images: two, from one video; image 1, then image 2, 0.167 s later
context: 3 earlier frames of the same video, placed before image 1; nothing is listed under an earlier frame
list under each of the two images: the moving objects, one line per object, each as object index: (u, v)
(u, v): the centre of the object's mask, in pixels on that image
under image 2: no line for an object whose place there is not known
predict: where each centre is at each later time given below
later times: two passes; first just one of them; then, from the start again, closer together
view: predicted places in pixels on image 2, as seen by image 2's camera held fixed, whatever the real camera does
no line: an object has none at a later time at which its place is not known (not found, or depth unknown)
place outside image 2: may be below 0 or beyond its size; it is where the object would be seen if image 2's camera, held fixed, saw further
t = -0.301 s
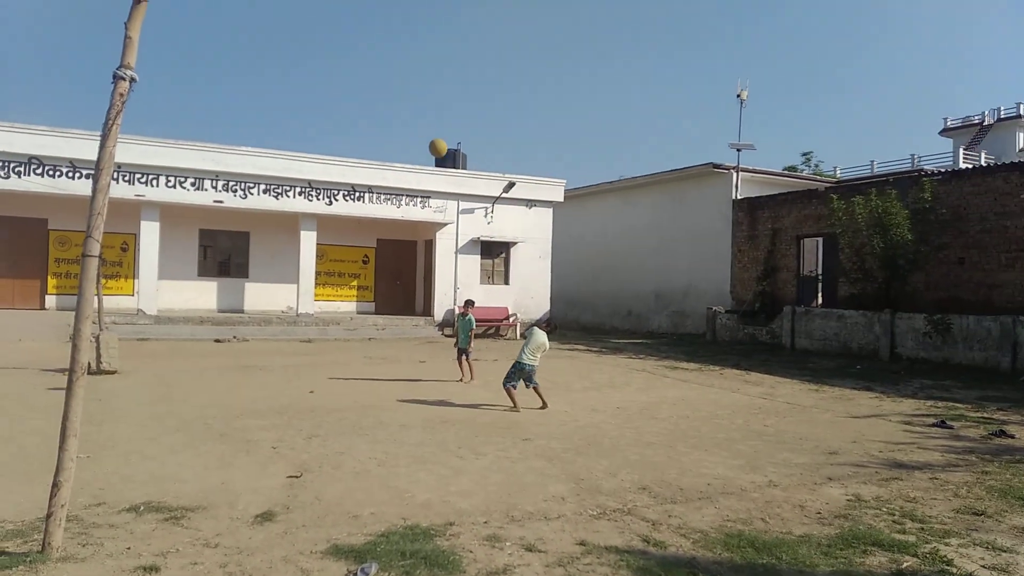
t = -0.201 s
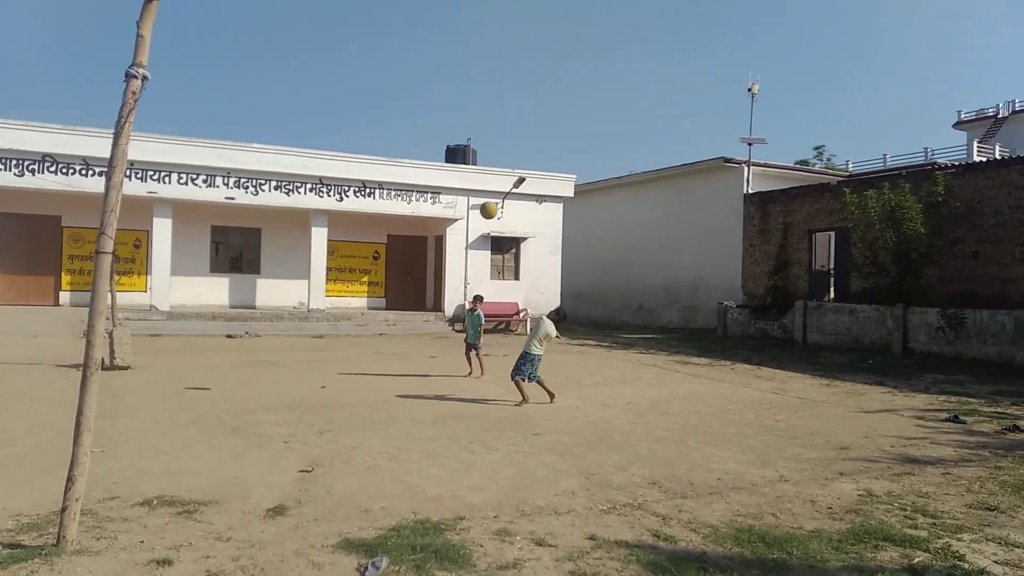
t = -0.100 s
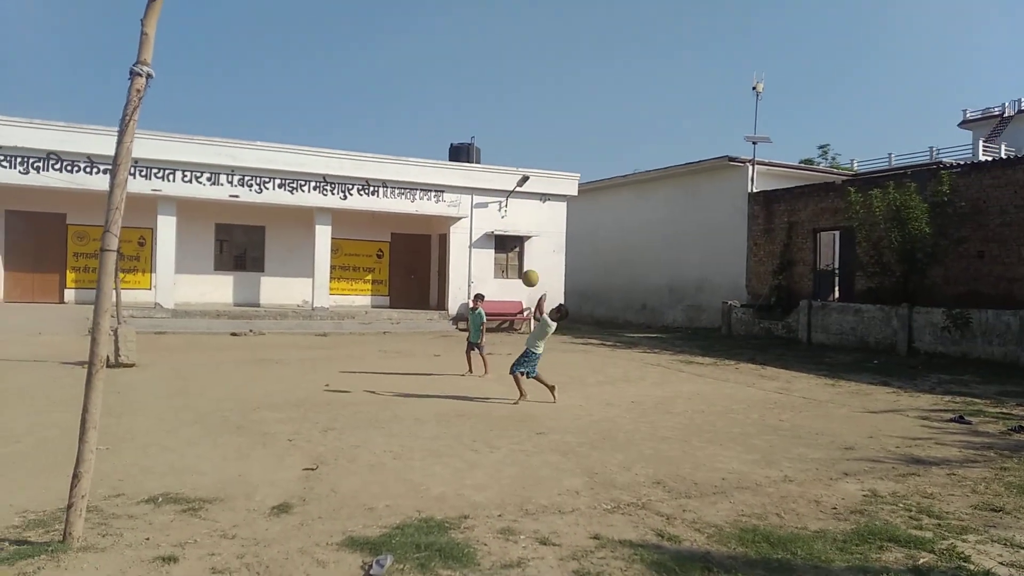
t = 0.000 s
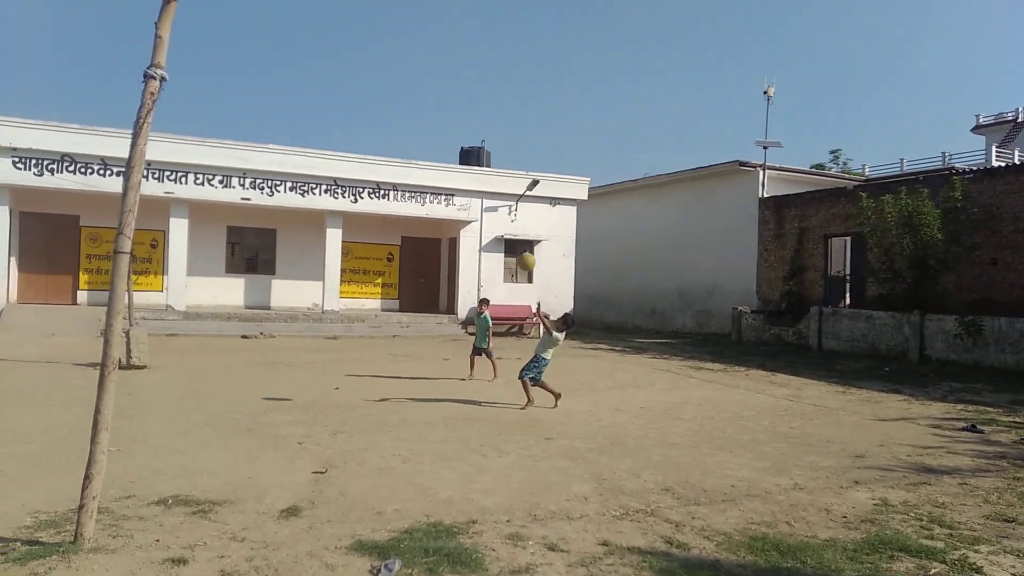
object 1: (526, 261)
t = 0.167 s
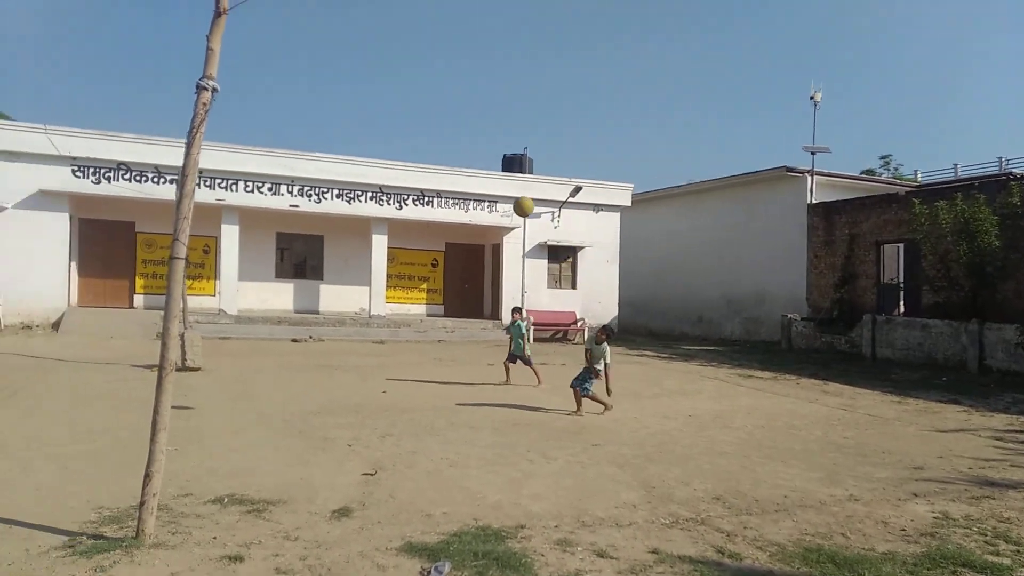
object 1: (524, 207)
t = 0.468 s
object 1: (387, 129)
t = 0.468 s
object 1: (387, 129)
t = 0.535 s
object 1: (345, 126)
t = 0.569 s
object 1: (321, 124)
